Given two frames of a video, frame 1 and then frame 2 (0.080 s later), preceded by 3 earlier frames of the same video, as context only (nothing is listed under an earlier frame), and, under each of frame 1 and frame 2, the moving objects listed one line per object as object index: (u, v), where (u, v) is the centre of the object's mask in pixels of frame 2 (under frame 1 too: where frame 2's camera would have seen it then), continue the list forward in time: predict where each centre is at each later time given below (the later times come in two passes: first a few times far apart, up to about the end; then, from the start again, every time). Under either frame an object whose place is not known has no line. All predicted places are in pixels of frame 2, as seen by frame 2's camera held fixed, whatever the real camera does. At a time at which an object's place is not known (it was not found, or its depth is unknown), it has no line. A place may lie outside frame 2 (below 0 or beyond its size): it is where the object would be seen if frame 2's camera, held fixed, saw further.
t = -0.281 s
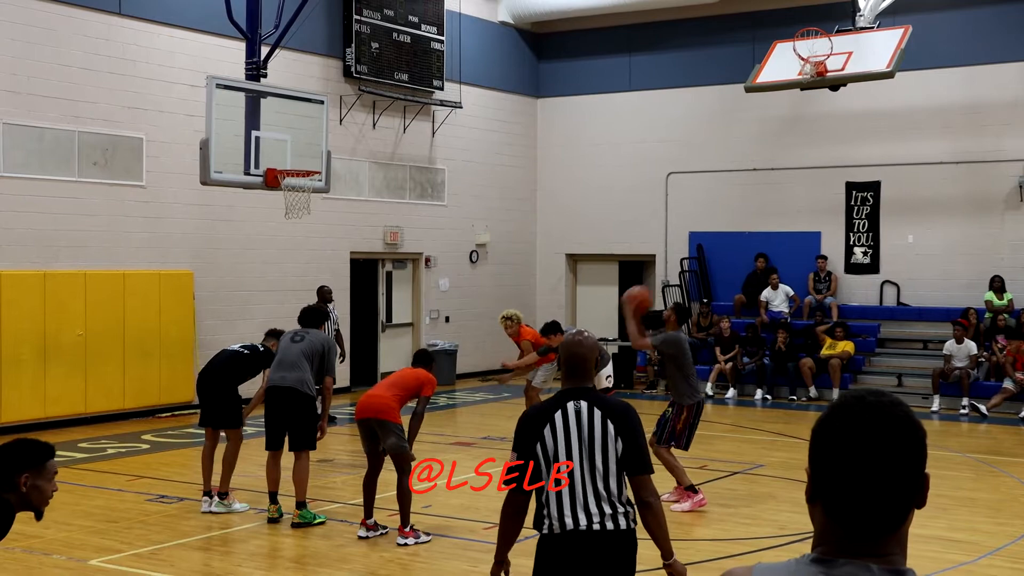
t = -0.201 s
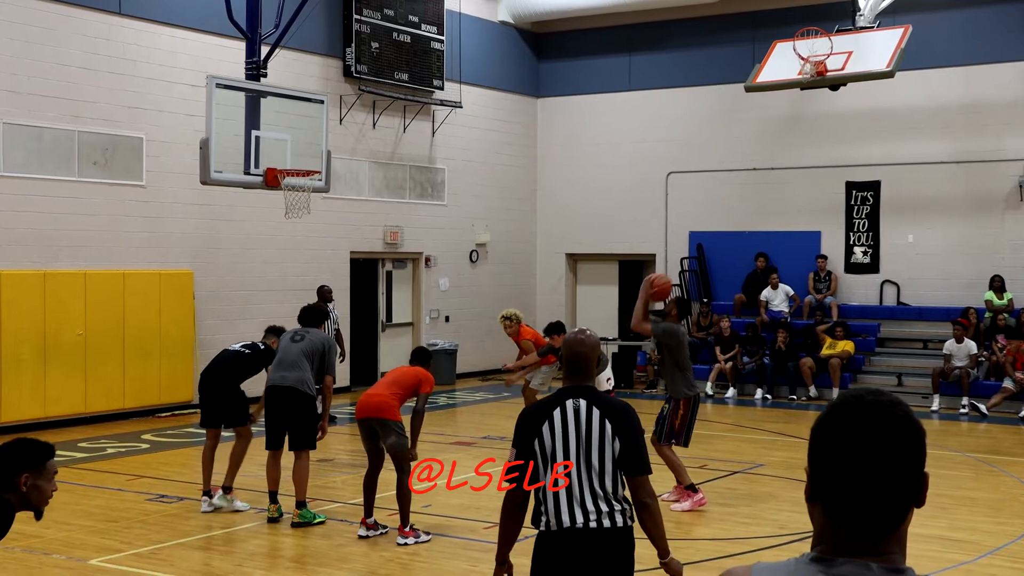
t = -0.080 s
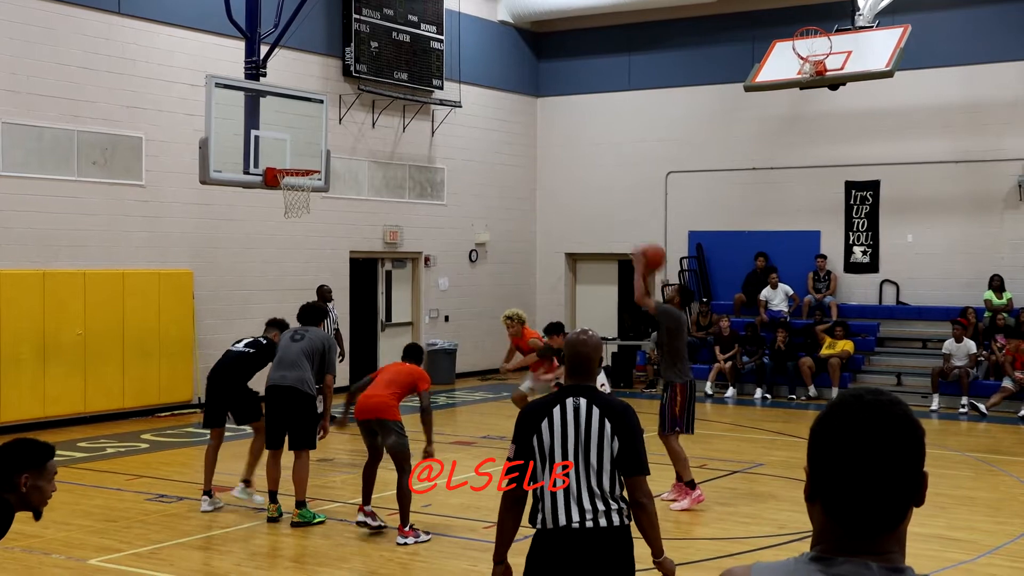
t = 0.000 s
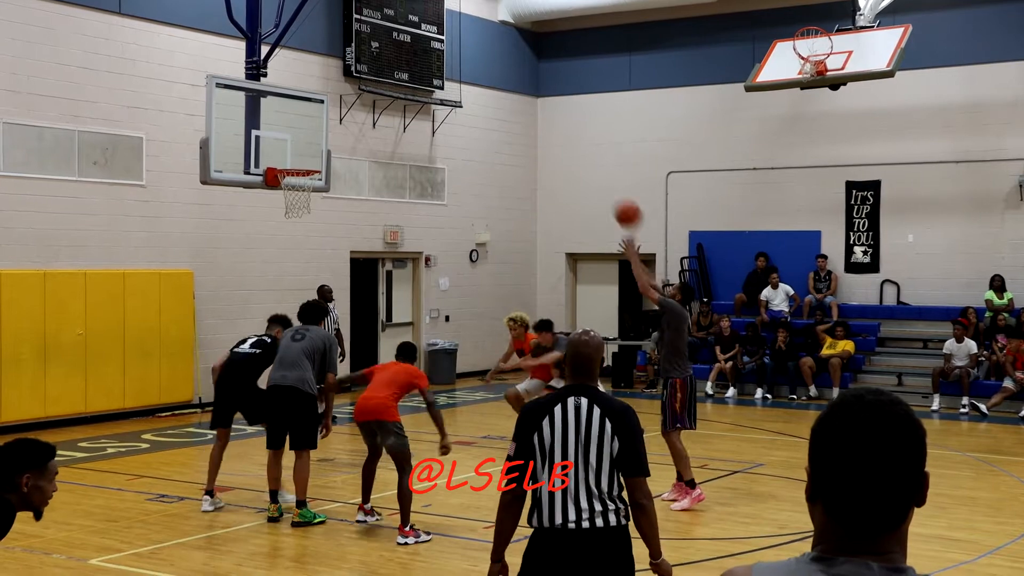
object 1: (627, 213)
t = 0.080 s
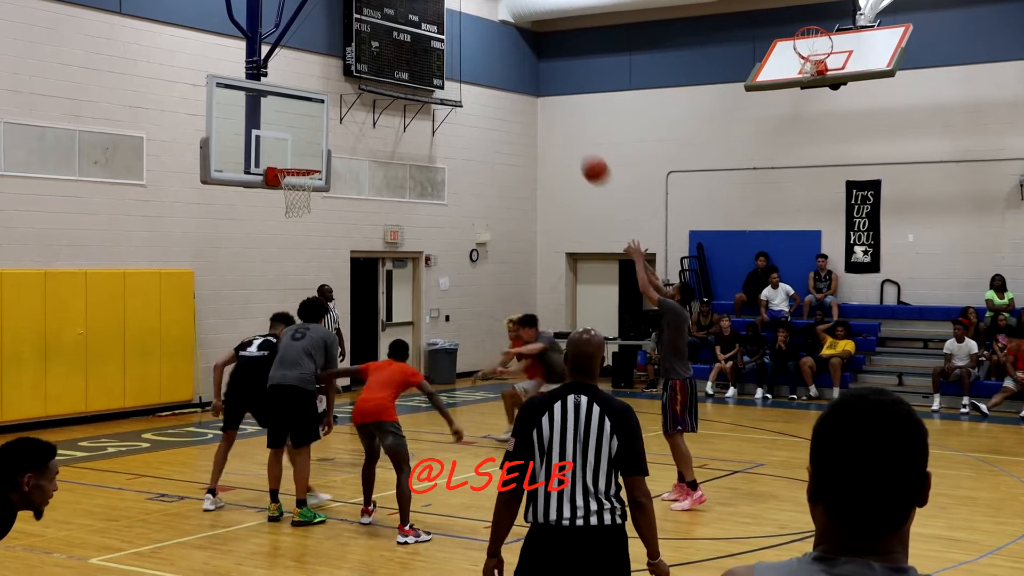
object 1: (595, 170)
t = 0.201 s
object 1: (548, 120)
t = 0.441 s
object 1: (462, 71)
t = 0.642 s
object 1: (392, 69)
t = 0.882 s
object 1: (321, 129)
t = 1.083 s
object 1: (293, 188)
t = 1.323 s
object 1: (322, 203)
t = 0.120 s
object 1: (579, 151)
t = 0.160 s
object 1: (564, 135)
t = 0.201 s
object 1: (548, 120)
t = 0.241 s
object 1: (533, 107)
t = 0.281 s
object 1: (519, 95)
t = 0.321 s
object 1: (504, 86)
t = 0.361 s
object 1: (490, 80)
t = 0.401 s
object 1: (475, 74)
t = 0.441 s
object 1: (462, 71)
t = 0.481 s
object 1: (447, 67)
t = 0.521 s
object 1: (431, 61)
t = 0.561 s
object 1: (419, 63)
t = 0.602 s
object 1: (405, 64)
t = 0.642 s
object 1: (392, 69)
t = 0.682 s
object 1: (380, 75)
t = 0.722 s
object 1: (367, 84)
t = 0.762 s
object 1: (354, 91)
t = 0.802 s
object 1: (343, 103)
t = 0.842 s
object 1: (333, 117)
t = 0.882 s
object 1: (321, 129)
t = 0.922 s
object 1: (310, 142)
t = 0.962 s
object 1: (298, 157)
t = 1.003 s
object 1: (289, 170)
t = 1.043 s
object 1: (289, 180)
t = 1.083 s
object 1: (293, 188)
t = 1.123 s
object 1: (298, 192)
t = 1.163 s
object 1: (305, 193)
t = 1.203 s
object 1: (310, 194)
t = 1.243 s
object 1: (315, 195)
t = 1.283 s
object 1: (319, 197)
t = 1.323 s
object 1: (322, 203)
